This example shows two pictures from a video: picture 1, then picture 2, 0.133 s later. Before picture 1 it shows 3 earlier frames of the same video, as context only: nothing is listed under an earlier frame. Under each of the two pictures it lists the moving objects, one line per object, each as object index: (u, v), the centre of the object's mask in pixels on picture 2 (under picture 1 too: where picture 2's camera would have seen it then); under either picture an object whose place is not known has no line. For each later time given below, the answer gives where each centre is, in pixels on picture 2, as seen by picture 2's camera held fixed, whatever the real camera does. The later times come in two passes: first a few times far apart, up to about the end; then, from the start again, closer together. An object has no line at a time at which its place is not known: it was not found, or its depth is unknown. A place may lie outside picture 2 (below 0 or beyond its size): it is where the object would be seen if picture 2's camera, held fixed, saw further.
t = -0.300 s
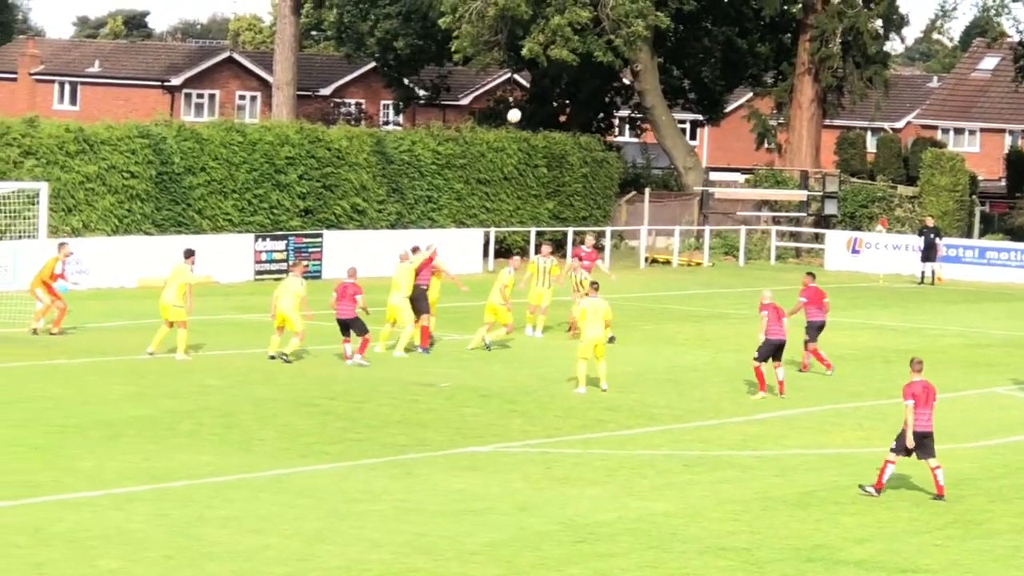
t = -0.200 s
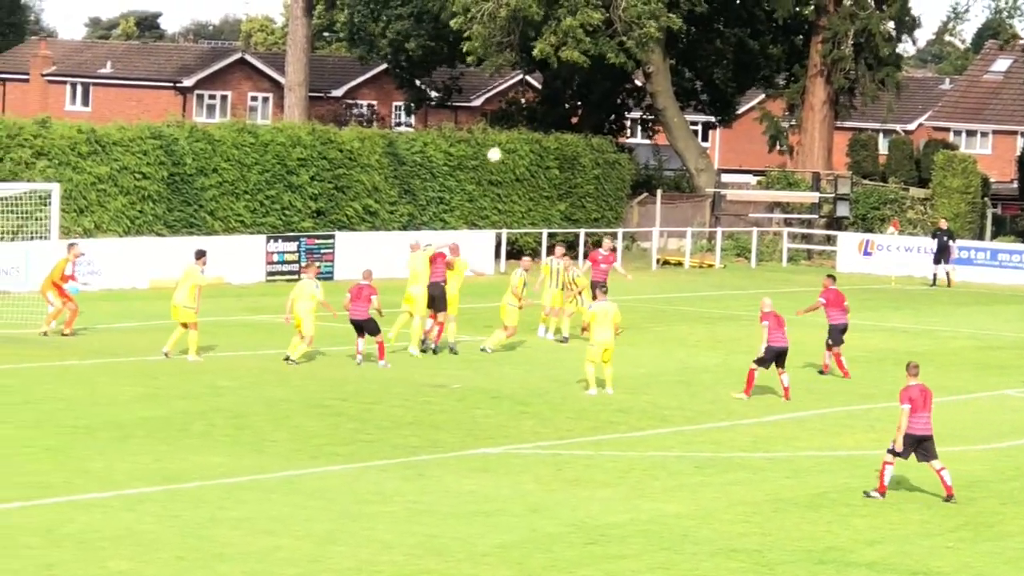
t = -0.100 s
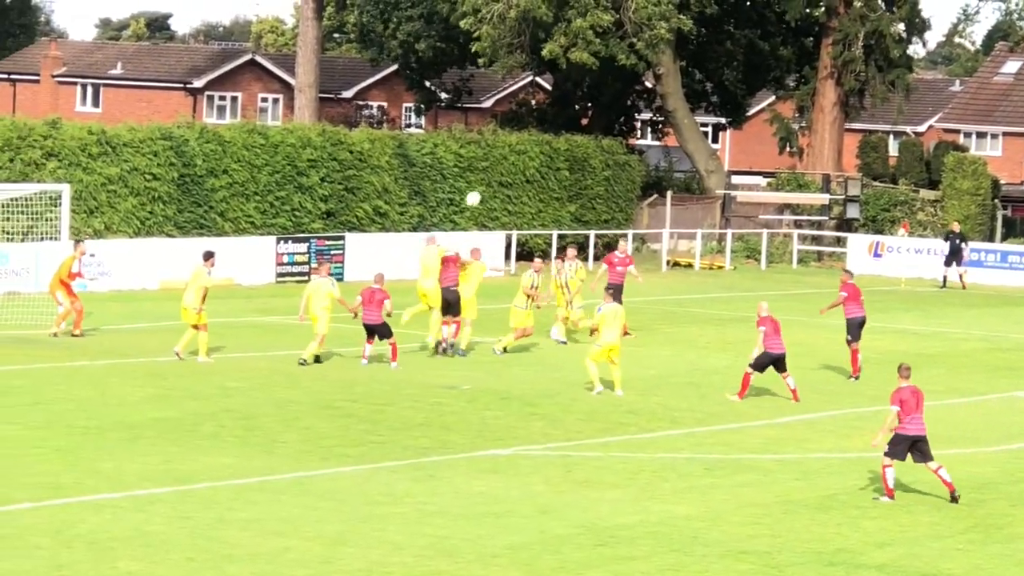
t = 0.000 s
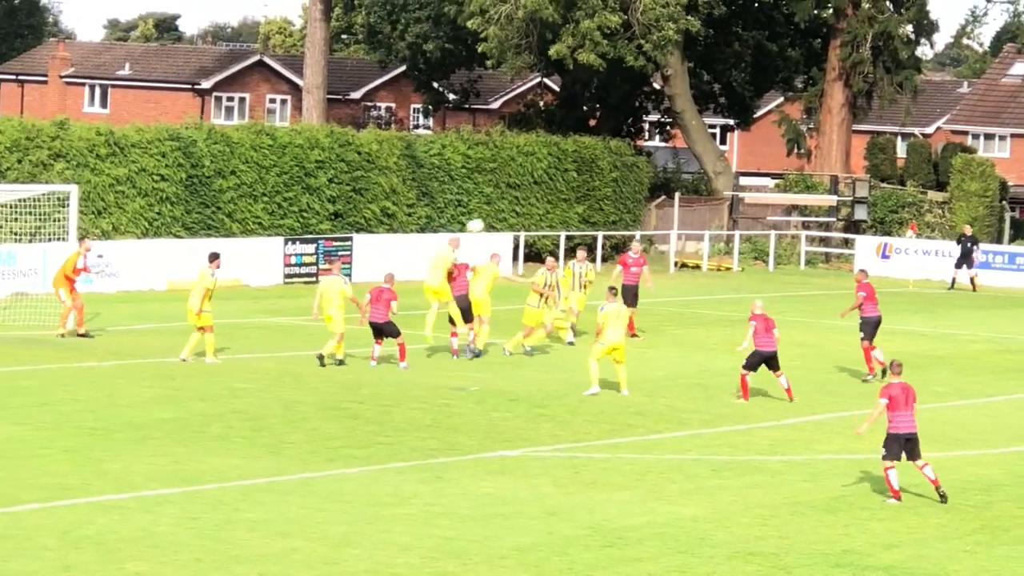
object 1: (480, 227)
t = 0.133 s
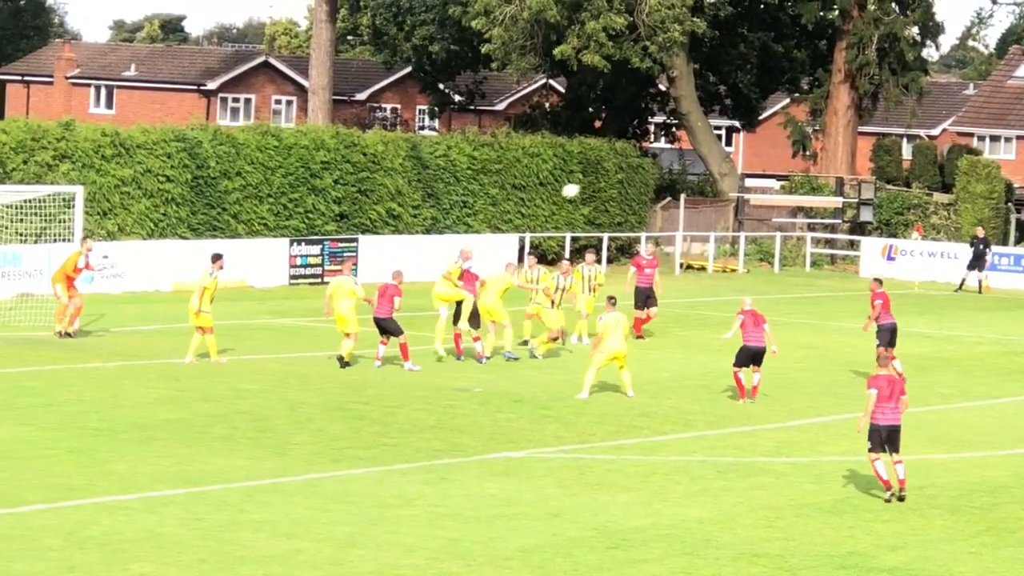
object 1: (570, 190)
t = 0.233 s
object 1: (636, 171)
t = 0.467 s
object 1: (786, 151)
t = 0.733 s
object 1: (948, 172)
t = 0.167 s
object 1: (593, 183)
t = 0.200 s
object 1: (614, 176)
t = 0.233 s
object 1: (636, 171)
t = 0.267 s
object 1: (659, 166)
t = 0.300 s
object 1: (680, 161)
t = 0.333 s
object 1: (701, 158)
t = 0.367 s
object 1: (722, 155)
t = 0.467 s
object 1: (786, 151)
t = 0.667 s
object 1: (907, 162)
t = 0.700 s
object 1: (927, 167)
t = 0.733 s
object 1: (948, 172)
